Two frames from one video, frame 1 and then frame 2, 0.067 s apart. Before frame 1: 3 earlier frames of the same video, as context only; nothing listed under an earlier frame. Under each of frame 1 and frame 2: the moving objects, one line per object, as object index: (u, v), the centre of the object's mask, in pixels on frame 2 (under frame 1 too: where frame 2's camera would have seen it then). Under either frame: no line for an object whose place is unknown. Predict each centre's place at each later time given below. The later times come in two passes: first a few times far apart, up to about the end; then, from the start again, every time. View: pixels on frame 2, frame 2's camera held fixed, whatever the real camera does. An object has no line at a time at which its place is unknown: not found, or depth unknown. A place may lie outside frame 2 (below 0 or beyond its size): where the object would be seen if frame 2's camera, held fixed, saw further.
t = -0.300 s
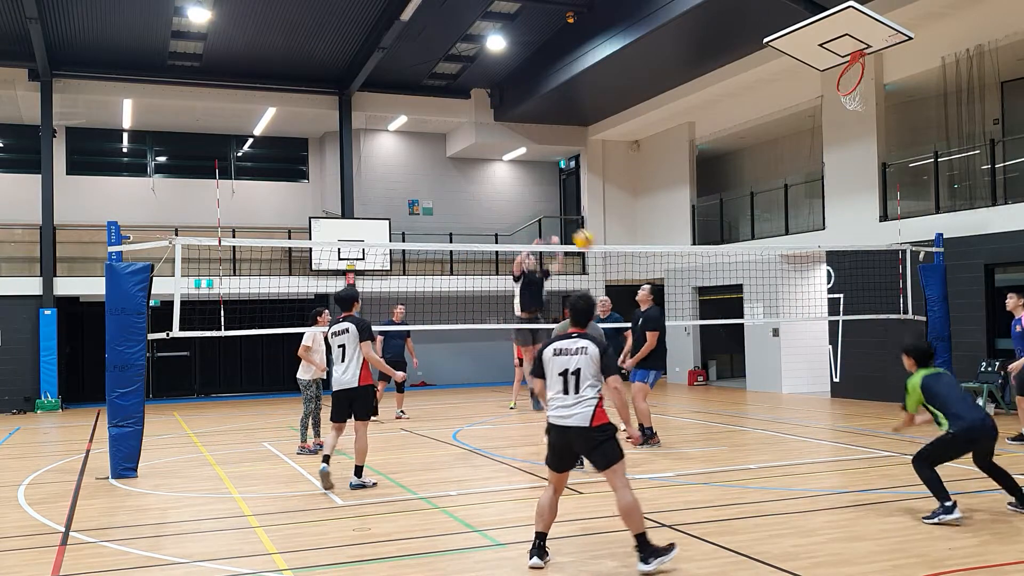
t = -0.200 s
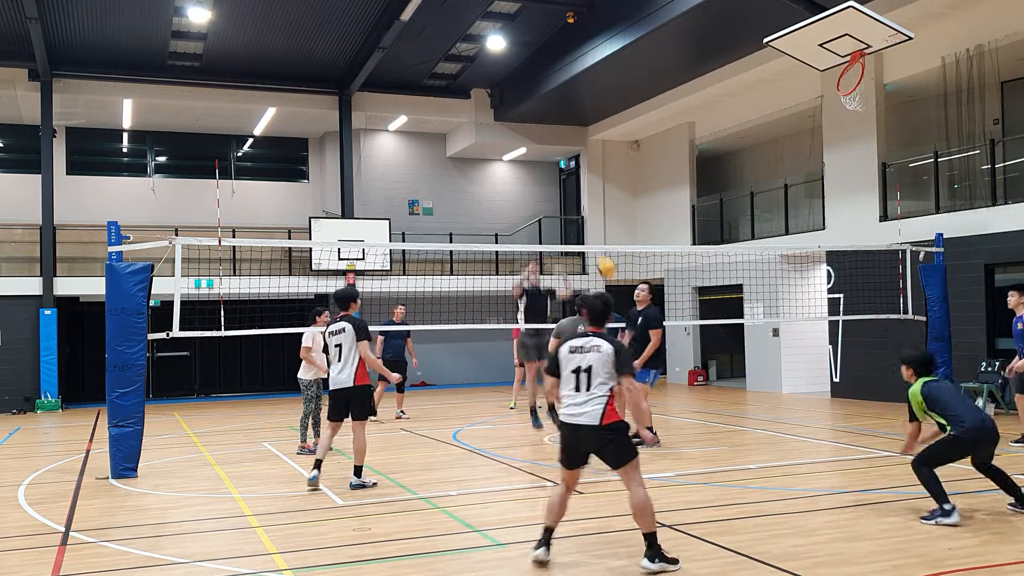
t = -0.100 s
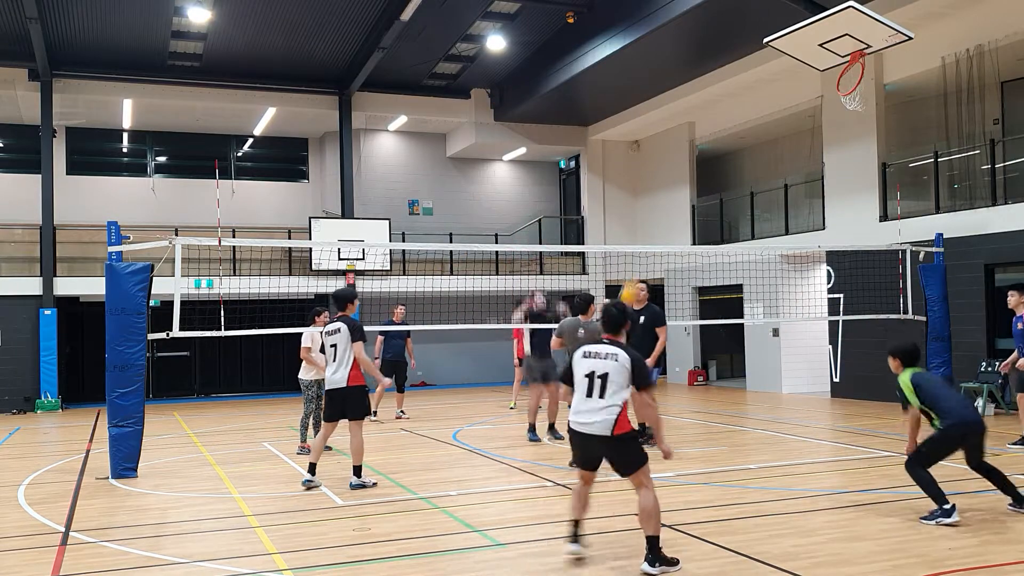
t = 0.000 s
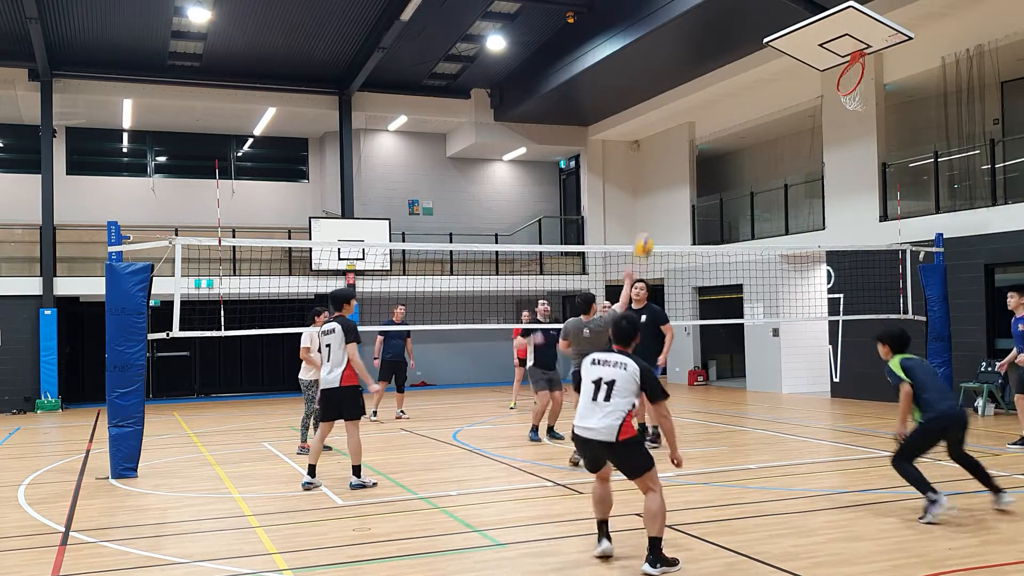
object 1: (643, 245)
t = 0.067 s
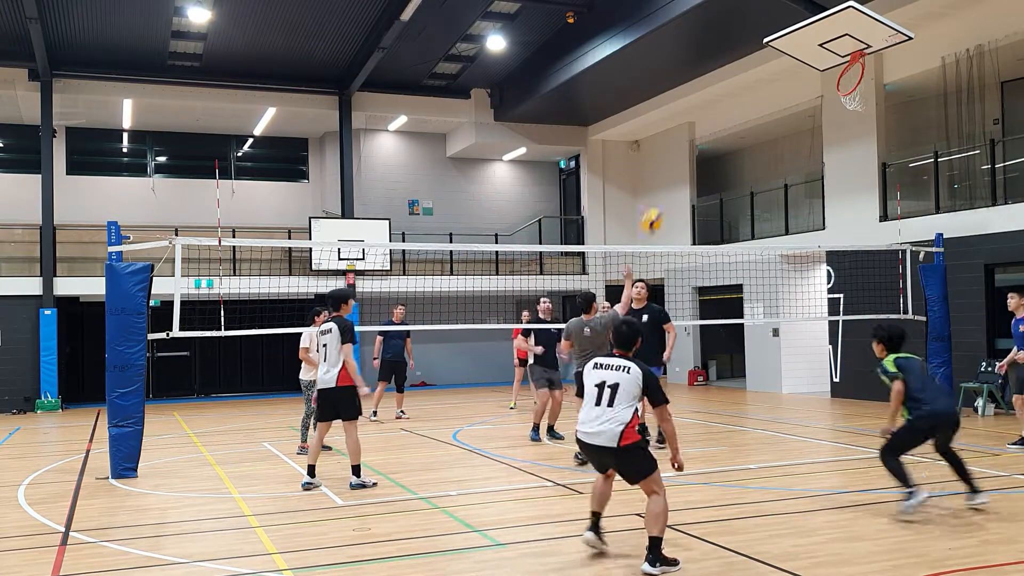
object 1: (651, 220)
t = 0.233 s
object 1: (672, 177)
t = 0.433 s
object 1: (697, 162)
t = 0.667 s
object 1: (724, 188)
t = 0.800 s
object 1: (740, 224)
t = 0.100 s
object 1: (655, 210)
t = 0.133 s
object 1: (660, 200)
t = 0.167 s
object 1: (664, 191)
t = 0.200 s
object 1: (668, 184)
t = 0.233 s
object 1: (672, 177)
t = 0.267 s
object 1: (675, 173)
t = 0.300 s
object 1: (680, 168)
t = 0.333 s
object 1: (684, 165)
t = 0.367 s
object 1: (688, 163)
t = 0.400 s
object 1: (693, 162)
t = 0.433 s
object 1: (697, 162)
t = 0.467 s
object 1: (701, 163)
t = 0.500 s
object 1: (705, 165)
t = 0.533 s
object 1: (708, 168)
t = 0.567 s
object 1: (713, 171)
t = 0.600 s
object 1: (716, 175)
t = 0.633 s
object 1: (720, 181)
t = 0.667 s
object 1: (724, 188)
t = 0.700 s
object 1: (728, 196)
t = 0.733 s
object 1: (732, 204)
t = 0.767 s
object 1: (736, 213)
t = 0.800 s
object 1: (740, 224)
